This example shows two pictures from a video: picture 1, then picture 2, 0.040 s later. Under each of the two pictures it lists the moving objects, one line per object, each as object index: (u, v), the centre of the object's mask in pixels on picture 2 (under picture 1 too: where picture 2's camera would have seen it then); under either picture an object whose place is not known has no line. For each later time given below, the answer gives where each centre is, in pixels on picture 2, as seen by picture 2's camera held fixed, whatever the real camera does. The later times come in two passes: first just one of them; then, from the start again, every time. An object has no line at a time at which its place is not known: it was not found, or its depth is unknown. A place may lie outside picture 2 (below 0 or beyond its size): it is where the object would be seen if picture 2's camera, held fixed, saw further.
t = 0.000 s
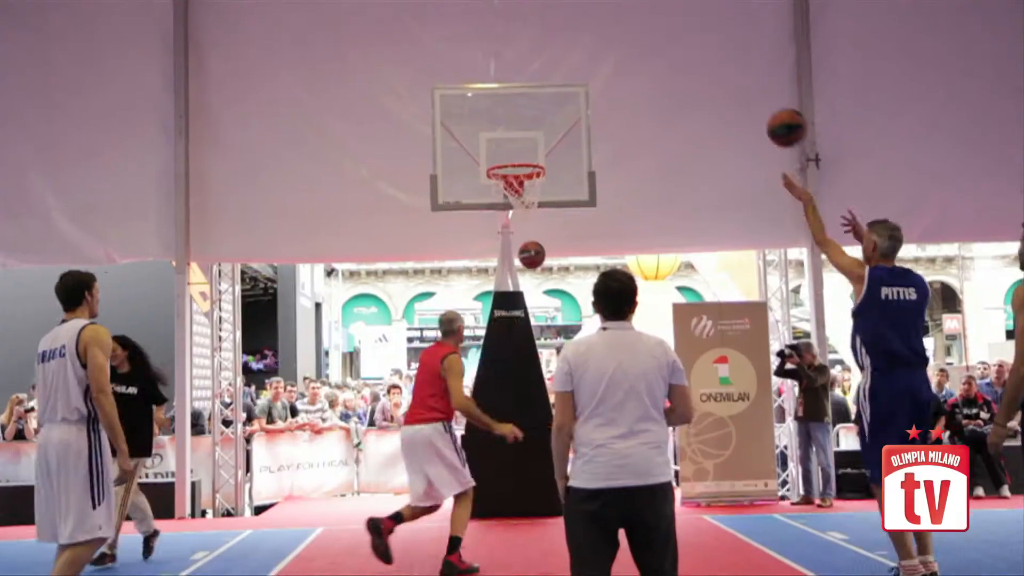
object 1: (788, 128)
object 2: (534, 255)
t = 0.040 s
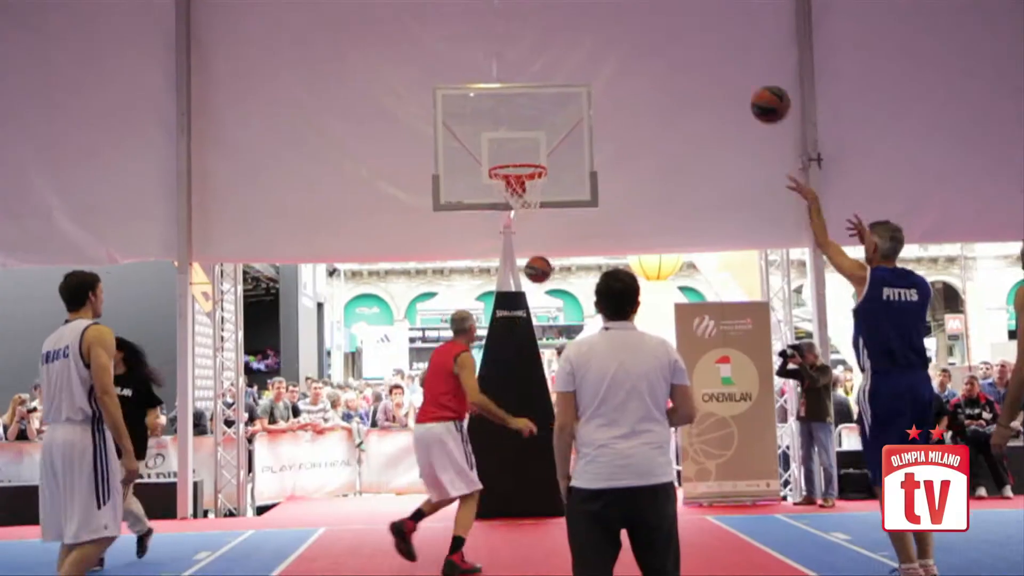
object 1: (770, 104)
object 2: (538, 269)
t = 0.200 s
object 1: (705, 41)
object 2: (555, 343)
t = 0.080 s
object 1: (753, 84)
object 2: (542, 285)
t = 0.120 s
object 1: (736, 67)
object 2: (547, 304)
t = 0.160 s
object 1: (720, 53)
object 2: (552, 325)
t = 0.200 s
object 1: (705, 41)
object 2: (555, 343)
